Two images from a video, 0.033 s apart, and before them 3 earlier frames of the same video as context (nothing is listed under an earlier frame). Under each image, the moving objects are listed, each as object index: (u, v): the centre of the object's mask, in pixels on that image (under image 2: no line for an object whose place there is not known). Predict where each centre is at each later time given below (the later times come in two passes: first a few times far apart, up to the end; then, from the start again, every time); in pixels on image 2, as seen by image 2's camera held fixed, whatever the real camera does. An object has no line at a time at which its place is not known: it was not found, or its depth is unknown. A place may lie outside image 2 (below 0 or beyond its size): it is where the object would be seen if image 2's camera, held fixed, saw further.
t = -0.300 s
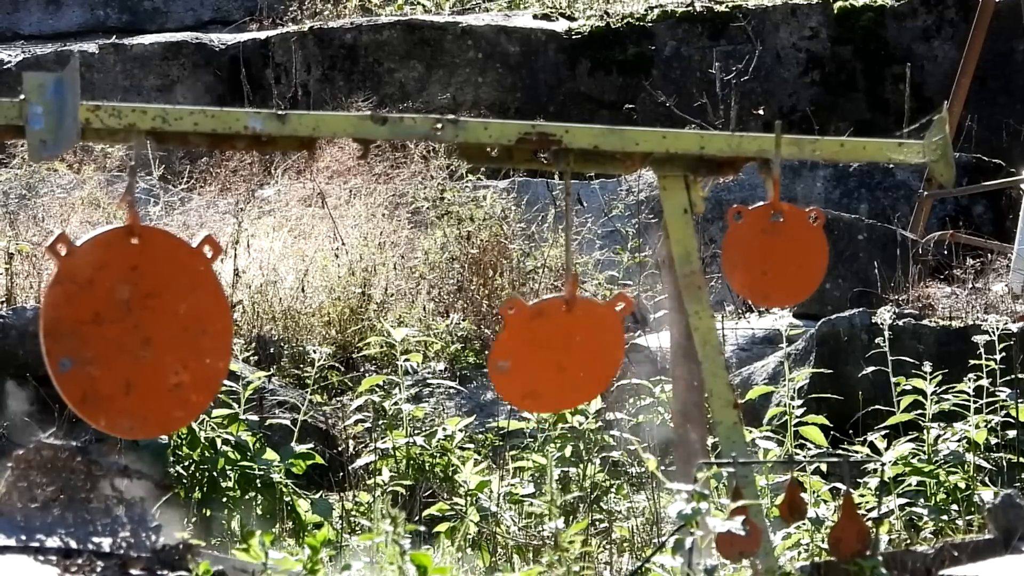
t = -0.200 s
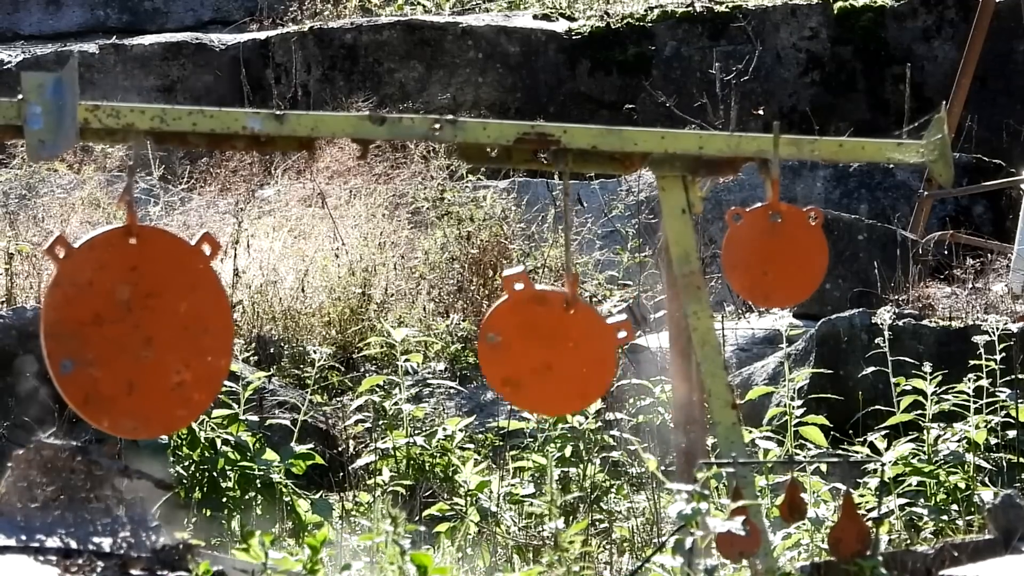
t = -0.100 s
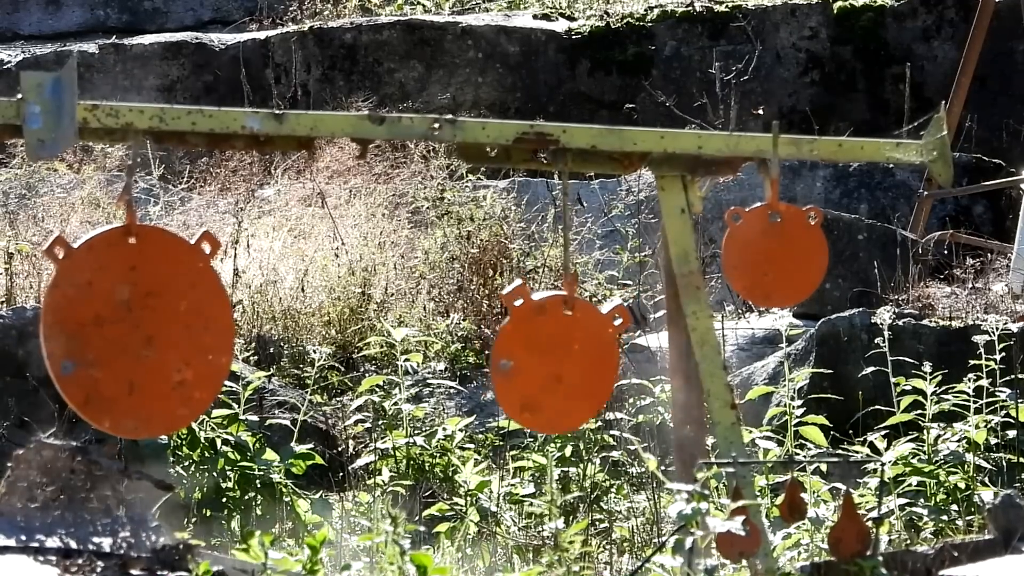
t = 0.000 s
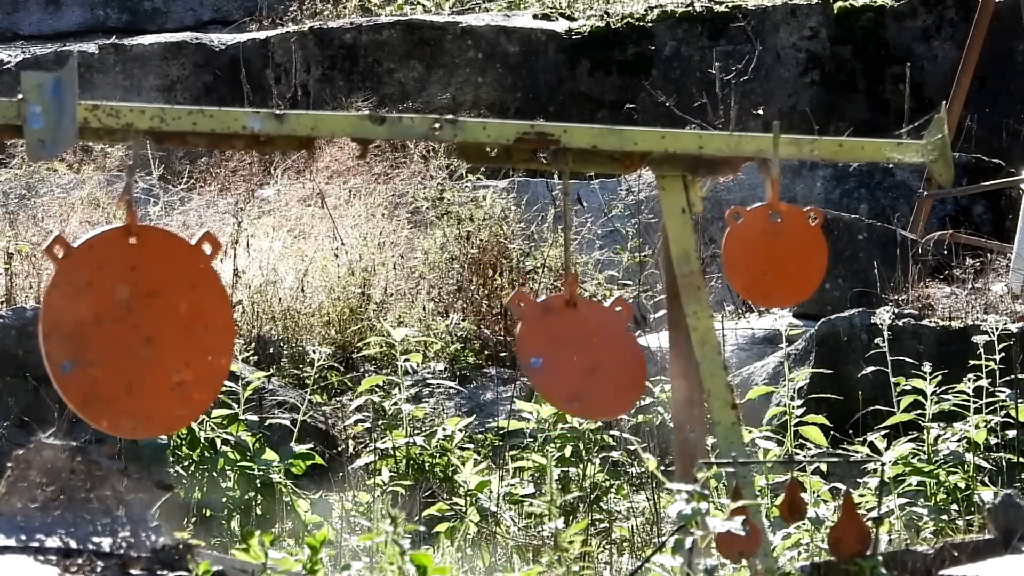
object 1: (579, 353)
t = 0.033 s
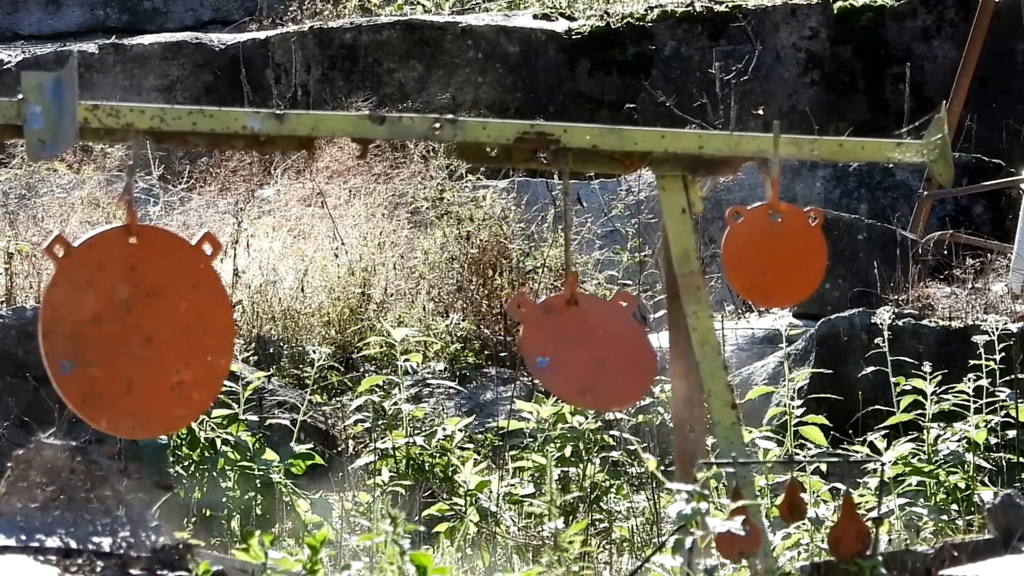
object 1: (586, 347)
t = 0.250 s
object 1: (590, 353)
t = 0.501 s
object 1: (546, 353)
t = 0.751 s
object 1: (577, 356)
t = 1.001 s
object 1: (589, 356)
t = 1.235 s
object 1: (549, 356)
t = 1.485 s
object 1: (573, 358)
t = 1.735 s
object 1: (587, 356)
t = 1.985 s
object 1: (555, 358)
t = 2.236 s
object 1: (571, 360)
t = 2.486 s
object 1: (587, 357)
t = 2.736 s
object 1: (556, 358)
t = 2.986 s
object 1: (570, 361)
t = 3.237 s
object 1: (587, 357)
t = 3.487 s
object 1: (556, 358)
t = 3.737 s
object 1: (570, 360)
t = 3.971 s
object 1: (587, 357)
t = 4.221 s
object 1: (558, 359)
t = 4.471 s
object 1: (568, 360)
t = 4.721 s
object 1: (587, 357)
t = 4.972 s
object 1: (558, 359)
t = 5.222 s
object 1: (568, 360)
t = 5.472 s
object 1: (587, 357)
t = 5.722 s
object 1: (558, 359)
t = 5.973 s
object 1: (567, 361)
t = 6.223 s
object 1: (586, 358)
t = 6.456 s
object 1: (561, 359)
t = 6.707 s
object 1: (566, 360)
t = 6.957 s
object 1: (585, 358)
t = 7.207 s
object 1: (562, 359)
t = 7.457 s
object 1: (566, 360)
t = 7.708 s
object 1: (585, 358)
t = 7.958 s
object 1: (561, 359)
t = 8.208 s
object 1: (567, 360)
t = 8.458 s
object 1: (585, 358)
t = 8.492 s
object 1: (583, 358)
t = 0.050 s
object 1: (589, 345)
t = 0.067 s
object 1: (591, 343)
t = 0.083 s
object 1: (591, 342)
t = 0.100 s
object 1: (593, 341)
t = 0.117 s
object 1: (594, 340)
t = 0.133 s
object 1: (595, 341)
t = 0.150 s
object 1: (595, 342)
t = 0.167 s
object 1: (595, 343)
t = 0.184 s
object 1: (594, 345)
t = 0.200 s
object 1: (594, 346)
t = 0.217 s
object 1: (593, 348)
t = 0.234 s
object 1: (591, 351)
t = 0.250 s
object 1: (590, 353)
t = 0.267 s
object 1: (587, 356)
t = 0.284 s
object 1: (585, 358)
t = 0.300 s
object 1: (581, 359)
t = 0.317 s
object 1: (578, 360)
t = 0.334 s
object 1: (574, 360)
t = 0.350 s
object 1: (570, 360)
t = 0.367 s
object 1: (566, 359)
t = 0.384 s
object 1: (562, 358)
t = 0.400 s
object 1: (559, 357)
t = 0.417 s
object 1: (556, 357)
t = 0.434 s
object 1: (552, 355)
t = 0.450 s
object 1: (550, 354)
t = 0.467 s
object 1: (548, 353)
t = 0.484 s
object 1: (547, 353)
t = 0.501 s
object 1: (546, 353)
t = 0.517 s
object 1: (545, 353)
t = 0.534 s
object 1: (544, 353)
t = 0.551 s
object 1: (545, 353)
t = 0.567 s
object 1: (545, 354)
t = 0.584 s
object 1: (546, 355)
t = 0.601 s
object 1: (547, 356)
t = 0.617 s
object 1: (549, 357)
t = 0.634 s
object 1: (552, 358)
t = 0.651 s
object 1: (555, 359)
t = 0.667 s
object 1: (558, 359)
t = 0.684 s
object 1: (562, 359)
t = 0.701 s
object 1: (565, 359)
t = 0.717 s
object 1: (569, 358)
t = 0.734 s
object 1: (572, 356)
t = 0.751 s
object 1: (577, 356)
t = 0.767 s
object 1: (580, 354)
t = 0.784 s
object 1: (583, 353)
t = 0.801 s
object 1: (586, 352)
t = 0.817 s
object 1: (589, 351)
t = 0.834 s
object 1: (591, 351)
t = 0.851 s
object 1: (592, 351)
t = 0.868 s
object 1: (594, 351)
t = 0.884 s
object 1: (595, 351)
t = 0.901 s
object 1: (595, 351)
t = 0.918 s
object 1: (596, 352)
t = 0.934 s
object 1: (595, 353)
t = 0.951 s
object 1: (594, 353)
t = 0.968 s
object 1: (593, 354)
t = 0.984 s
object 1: (592, 355)
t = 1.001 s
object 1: (589, 356)
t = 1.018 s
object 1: (587, 357)
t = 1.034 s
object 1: (584, 357)
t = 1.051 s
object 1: (581, 359)
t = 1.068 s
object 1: (577, 359)
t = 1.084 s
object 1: (574, 360)
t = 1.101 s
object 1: (570, 360)
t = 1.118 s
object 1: (567, 360)
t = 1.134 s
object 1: (564, 360)
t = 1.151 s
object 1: (560, 359)
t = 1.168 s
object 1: (557, 359)
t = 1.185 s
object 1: (554, 358)
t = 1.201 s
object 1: (552, 358)
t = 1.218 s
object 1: (550, 357)
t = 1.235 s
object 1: (549, 356)
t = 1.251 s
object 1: (548, 356)
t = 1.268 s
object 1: (548, 356)
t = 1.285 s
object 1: (547, 356)
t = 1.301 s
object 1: (547, 355)
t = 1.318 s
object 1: (548, 355)
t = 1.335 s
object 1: (548, 355)
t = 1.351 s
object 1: (550, 355)
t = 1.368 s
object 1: (552, 355)
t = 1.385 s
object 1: (554, 356)
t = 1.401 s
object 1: (557, 356)
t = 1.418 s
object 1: (560, 357)
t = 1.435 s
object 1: (563, 357)
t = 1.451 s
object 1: (566, 357)
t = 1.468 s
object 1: (569, 358)
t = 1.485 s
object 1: (573, 358)
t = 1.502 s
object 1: (576, 358)
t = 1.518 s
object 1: (579, 358)
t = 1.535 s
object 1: (582, 358)
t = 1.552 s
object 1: (584, 357)
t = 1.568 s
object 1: (586, 357)
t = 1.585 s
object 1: (588, 357)
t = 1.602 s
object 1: (589, 356)
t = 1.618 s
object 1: (590, 356)
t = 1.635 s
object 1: (590, 355)
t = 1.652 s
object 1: (591, 355)
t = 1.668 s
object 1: (591, 355)
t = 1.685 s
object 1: (590, 355)
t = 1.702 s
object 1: (589, 355)
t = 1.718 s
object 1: (588, 355)
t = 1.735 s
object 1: (587, 356)
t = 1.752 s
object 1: (585, 357)
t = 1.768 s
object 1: (583, 357)
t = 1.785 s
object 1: (580, 358)
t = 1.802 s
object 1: (578, 359)
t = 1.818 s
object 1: (576, 359)
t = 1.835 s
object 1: (573, 359)
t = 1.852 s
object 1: (571, 359)
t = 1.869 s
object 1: (568, 360)
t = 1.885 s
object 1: (566, 360)
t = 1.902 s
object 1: (563, 360)
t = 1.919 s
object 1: (561, 360)
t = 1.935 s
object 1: (559, 359)
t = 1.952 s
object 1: (557, 359)
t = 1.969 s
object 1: (556, 358)
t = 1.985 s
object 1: (555, 358)
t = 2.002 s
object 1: (554, 357)
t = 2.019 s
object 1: (553, 357)
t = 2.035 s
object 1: (553, 356)
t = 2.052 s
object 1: (553, 356)
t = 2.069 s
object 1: (554, 356)
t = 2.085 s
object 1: (554, 356)
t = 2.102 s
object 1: (555, 356)
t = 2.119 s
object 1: (556, 357)
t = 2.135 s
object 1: (557, 357)
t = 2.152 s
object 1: (560, 358)
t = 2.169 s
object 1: (561, 358)
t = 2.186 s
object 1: (563, 359)
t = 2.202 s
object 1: (565, 360)
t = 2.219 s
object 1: (568, 360)
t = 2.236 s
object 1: (571, 360)
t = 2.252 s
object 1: (573, 360)
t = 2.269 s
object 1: (576, 360)
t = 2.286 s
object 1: (578, 359)
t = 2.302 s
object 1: (581, 359)
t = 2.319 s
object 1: (583, 359)
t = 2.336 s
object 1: (584, 358)
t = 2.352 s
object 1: (585, 357)
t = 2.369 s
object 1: (587, 357)
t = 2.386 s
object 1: (588, 357)
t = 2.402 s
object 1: (588, 356)
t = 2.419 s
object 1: (588, 356)
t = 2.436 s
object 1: (588, 357)
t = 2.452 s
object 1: (588, 357)
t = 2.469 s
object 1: (588, 357)
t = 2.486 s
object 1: (587, 357)
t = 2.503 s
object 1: (586, 357)
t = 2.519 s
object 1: (585, 358)
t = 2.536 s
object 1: (583, 359)
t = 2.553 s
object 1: (581, 359)
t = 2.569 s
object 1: (579, 359)
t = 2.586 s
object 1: (576, 360)
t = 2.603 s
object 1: (574, 360)
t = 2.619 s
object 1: (571, 360)
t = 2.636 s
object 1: (569, 360)
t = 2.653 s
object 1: (566, 360)
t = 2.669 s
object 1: (564, 360)
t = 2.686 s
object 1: (562, 359)
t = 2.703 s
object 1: (559, 359)
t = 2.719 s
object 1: (558, 358)
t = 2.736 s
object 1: (556, 358)
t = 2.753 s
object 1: (555, 358)
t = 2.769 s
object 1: (554, 358)
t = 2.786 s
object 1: (554, 357)
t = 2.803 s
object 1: (554, 357)
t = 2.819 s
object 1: (553, 357)
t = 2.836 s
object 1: (554, 358)
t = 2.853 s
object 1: (554, 358)
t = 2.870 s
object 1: (556, 358)
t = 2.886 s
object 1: (557, 359)
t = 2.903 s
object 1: (558, 359)
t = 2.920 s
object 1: (560, 359)
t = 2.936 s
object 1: (562, 360)
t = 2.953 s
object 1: (565, 360)
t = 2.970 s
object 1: (567, 360)
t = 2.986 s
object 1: (570, 361)
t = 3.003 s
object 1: (573, 360)
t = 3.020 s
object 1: (575, 360)
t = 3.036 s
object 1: (577, 359)
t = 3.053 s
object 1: (580, 359)
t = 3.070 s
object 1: (582, 359)
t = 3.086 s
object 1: (584, 358)
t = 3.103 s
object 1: (585, 358)
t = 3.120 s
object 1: (586, 357)
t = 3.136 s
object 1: (587, 357)
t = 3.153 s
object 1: (588, 357)
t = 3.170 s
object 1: (588, 357)
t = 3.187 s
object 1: (588, 357)
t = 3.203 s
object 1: (588, 357)
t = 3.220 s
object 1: (587, 357)
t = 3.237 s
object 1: (587, 357)
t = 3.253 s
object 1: (586, 358)
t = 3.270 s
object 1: (584, 358)
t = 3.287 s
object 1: (582, 359)
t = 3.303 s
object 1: (580, 359)
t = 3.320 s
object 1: (578, 360)
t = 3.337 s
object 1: (576, 360)
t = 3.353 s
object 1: (573, 360)
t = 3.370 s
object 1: (571, 360)
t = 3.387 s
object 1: (568, 360)
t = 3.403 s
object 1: (565, 360)
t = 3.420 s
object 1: (563, 360)
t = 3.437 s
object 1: (562, 359)
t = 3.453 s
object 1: (559, 359)
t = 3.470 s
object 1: (558, 359)
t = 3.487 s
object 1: (556, 358)
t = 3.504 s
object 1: (555, 358)
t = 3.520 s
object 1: (555, 358)
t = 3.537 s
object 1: (554, 357)
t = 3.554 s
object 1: (554, 357)
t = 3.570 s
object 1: (554, 357)
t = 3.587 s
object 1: (554, 357)
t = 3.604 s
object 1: (555, 358)
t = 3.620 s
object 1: (556, 358)
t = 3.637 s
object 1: (557, 358)
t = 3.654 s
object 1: (559, 359)
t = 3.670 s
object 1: (561, 360)
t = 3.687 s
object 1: (562, 359)
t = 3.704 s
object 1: (566, 360)
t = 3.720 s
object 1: (568, 360)
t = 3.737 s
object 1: (570, 360)
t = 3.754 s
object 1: (573, 360)
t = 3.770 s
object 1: (575, 360)
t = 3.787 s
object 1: (578, 360)
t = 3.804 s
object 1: (580, 359)
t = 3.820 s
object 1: (582, 359)
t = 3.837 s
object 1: (583, 358)
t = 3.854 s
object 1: (585, 358)
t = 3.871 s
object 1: (586, 357)
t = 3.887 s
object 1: (587, 357)
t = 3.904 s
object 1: (587, 357)
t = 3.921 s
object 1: (588, 357)
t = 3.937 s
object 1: (588, 357)
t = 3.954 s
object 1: (588, 357)
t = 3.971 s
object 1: (587, 357)
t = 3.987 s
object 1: (586, 357)
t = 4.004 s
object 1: (585, 358)
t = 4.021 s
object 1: (583, 358)
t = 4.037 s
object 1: (582, 359)
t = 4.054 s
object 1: (580, 359)
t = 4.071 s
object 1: (578, 360)
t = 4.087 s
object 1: (575, 360)
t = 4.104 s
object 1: (573, 360)
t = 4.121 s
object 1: (571, 360)
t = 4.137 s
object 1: (568, 360)
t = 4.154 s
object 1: (565, 360)
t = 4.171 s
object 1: (563, 360)
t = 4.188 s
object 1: (562, 360)
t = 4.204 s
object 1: (560, 359)
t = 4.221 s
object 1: (558, 359)
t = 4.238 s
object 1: (556, 358)
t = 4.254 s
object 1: (556, 358)
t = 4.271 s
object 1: (555, 358)
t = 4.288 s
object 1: (554, 358)
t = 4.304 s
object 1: (554, 358)
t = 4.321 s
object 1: (554, 358)
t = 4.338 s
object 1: (554, 358)
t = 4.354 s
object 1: (555, 358)
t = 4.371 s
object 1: (556, 358)
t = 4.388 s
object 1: (557, 359)
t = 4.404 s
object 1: (559, 359)
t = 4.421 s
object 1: (561, 359)
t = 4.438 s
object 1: (563, 360)
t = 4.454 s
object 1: (565, 360)
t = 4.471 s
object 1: (568, 360)
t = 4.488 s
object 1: (570, 360)
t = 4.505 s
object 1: (573, 360)
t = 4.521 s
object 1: (575, 360)
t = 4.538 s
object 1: (578, 360)
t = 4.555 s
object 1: (580, 359)
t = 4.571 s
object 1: (582, 359)
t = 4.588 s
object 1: (583, 358)
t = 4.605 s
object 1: (585, 358)
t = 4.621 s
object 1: (586, 358)
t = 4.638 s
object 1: (587, 357)
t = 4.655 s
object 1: (588, 357)
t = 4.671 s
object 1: (588, 357)
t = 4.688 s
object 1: (588, 357)
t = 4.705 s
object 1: (587, 357)
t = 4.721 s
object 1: (587, 357)
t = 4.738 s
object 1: (586, 357)
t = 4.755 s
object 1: (585, 358)
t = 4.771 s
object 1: (584, 358)
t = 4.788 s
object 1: (582, 359)
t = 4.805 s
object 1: (580, 359)
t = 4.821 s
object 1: (578, 360)
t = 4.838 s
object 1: (575, 360)
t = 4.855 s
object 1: (573, 360)
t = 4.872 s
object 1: (570, 360)
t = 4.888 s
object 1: (568, 360)
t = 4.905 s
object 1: (566, 360)
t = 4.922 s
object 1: (564, 360)
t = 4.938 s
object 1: (561, 360)
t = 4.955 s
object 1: (560, 359)
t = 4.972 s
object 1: (558, 359)
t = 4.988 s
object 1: (556, 359)
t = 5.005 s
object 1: (555, 358)
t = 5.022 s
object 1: (555, 358)
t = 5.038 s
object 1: (554, 358)
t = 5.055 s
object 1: (554, 358)
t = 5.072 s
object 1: (554, 358)
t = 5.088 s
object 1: (555, 358)
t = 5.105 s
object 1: (555, 358)
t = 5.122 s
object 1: (556, 358)
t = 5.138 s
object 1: (557, 359)
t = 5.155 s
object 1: (559, 359)
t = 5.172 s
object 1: (561, 360)
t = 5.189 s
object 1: (563, 360)
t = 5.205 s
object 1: (565, 360)
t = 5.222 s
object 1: (568, 360)
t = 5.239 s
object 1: (570, 360)
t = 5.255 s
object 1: (573, 360)
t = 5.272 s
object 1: (575, 360)
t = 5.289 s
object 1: (577, 360)
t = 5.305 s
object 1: (580, 359)
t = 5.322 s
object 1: (582, 359)
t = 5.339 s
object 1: (583, 358)
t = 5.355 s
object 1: (585, 358)
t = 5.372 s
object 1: (586, 358)
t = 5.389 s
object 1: (587, 357)
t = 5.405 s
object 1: (587, 357)
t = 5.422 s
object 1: (587, 357)
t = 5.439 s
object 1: (587, 357)
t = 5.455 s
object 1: (587, 357)
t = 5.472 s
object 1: (587, 357)
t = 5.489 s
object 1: (586, 357)
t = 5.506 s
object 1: (585, 358)
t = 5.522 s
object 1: (584, 358)
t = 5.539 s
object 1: (582, 359)
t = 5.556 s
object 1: (580, 359)
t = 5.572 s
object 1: (578, 360)
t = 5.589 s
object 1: (576, 360)
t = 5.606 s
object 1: (573, 360)
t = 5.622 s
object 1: (571, 360)
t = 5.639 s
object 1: (568, 360)
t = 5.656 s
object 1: (566, 360)
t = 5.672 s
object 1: (564, 360)
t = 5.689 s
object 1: (562, 360)
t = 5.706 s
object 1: (560, 359)
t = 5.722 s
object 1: (558, 359)
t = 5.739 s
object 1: (558, 359)
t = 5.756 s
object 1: (556, 358)
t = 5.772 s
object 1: (556, 358)
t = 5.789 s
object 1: (555, 358)
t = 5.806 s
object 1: (555, 358)
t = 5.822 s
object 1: (555, 358)
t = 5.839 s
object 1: (558, 358)
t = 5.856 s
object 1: (556, 358)
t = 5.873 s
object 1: (557, 359)
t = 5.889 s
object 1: (557, 359)
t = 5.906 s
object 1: (559, 359)
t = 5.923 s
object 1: (561, 359)
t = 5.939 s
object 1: (563, 360)
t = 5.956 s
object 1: (565, 360)
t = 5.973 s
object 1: (567, 361)
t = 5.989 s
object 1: (570, 360)
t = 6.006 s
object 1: (573, 360)
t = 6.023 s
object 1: (574, 360)
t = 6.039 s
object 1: (577, 359)
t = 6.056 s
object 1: (579, 359)
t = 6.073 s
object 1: (581, 359)
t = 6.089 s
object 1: (582, 359)
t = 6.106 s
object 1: (584, 358)
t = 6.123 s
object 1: (585, 358)
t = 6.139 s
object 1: (585, 358)
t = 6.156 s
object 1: (586, 357)
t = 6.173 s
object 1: (586, 357)
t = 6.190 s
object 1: (586, 357)
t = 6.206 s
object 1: (586, 357)
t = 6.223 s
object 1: (586, 358)
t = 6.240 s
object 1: (585, 358)
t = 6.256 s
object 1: (584, 358)
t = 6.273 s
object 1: (583, 358)
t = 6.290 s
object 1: (581, 359)
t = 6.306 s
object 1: (580, 359)
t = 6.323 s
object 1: (577, 360)
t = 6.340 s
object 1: (575, 360)
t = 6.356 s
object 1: (573, 360)
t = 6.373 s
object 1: (571, 360)
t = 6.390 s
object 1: (569, 360)
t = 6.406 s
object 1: (566, 360)
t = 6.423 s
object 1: (565, 360)
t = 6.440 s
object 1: (563, 360)
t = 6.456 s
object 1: (561, 359)
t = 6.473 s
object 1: (559, 359)
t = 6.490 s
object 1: (558, 359)
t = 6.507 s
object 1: (557, 359)
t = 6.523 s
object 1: (557, 358)
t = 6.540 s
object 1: (556, 358)
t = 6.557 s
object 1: (556, 358)
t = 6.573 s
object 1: (556, 358)
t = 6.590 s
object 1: (556, 358)
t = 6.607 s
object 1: (557, 359)
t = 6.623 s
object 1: (557, 359)
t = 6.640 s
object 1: (558, 359)
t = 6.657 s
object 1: (560, 359)
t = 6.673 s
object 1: (562, 360)
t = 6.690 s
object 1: (563, 359)
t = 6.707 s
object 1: (566, 360)
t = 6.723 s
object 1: (568, 360)
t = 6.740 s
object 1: (570, 360)
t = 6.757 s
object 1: (572, 360)
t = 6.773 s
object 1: (575, 360)
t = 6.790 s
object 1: (577, 359)
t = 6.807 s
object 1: (578, 359)
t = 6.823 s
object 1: (580, 359)
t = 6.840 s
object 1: (582, 358)
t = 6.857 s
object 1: (583, 358)
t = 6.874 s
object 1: (584, 358)
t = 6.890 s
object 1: (585, 358)
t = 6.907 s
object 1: (585, 358)
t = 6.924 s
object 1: (585, 358)
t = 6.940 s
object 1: (585, 358)
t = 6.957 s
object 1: (585, 358)
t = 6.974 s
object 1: (585, 358)
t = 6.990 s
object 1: (584, 358)
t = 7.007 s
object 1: (583, 358)
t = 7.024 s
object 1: (582, 359)
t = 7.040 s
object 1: (581, 359)
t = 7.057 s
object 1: (579, 359)
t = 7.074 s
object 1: (577, 360)
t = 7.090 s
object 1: (575, 360)
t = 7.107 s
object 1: (573, 360)
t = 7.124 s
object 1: (571, 360)
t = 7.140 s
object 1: (569, 360)
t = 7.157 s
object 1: (566, 360)
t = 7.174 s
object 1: (565, 360)
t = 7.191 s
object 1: (563, 360)
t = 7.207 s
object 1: (562, 359)
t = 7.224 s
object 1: (560, 359)
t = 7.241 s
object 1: (559, 359)
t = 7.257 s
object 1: (558, 359)
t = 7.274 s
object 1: (557, 358)
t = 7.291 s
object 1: (557, 358)
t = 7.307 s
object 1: (557, 358)
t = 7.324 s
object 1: (557, 358)
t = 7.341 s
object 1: (557, 359)
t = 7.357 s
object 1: (557, 359)
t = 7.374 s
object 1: (558, 359)
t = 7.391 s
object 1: (560, 359)
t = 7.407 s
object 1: (561, 359)
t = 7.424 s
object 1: (562, 360)
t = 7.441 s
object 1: (564, 360)
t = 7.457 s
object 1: (566, 360)
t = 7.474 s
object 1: (568, 360)
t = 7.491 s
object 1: (570, 360)
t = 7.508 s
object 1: (572, 360)
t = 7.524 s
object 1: (575, 360)
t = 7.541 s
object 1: (577, 360)
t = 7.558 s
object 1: (578, 359)
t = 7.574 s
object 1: (580, 359)
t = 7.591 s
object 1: (582, 359)
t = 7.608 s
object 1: (583, 358)
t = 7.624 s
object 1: (584, 358)
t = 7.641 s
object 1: (585, 358)
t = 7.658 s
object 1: (585, 358)
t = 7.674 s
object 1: (585, 358)
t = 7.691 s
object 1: (585, 358)
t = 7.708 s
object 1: (585, 358)
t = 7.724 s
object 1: (585, 358)
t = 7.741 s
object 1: (584, 358)
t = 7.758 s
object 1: (583, 358)
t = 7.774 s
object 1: (582, 359)
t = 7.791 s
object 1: (581, 359)
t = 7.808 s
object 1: (578, 359)
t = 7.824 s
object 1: (577, 360)
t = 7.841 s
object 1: (575, 360)
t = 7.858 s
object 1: (573, 360)
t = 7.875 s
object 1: (571, 360)
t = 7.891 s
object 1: (568, 360)
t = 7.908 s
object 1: (566, 360)
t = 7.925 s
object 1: (564, 360)
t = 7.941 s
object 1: (563, 360)
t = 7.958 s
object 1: (561, 359)
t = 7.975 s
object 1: (560, 359)
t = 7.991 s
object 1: (559, 359)
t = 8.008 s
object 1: (558, 359)
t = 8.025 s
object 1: (557, 358)
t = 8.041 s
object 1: (557, 358)
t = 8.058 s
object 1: (557, 358)
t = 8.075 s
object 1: (557, 358)
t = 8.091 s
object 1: (557, 358)
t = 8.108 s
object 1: (558, 359)
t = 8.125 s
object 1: (559, 359)
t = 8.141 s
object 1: (560, 359)
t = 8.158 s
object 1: (562, 359)
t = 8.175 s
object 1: (563, 359)
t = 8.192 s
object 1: (564, 359)
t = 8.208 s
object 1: (567, 360)
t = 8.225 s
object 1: (569, 360)
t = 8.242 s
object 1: (571, 360)
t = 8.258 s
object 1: (573, 360)
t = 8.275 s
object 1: (575, 360)
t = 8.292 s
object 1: (577, 360)
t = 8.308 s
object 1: (579, 359)
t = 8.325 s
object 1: (580, 359)
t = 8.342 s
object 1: (582, 359)
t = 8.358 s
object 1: (583, 359)
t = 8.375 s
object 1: (584, 359)
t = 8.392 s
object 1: (584, 358)
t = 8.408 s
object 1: (585, 358)
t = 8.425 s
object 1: (585, 358)
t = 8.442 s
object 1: (585, 358)
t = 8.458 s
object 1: (585, 358)
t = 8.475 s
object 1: (584, 358)
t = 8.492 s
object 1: (583, 358)
